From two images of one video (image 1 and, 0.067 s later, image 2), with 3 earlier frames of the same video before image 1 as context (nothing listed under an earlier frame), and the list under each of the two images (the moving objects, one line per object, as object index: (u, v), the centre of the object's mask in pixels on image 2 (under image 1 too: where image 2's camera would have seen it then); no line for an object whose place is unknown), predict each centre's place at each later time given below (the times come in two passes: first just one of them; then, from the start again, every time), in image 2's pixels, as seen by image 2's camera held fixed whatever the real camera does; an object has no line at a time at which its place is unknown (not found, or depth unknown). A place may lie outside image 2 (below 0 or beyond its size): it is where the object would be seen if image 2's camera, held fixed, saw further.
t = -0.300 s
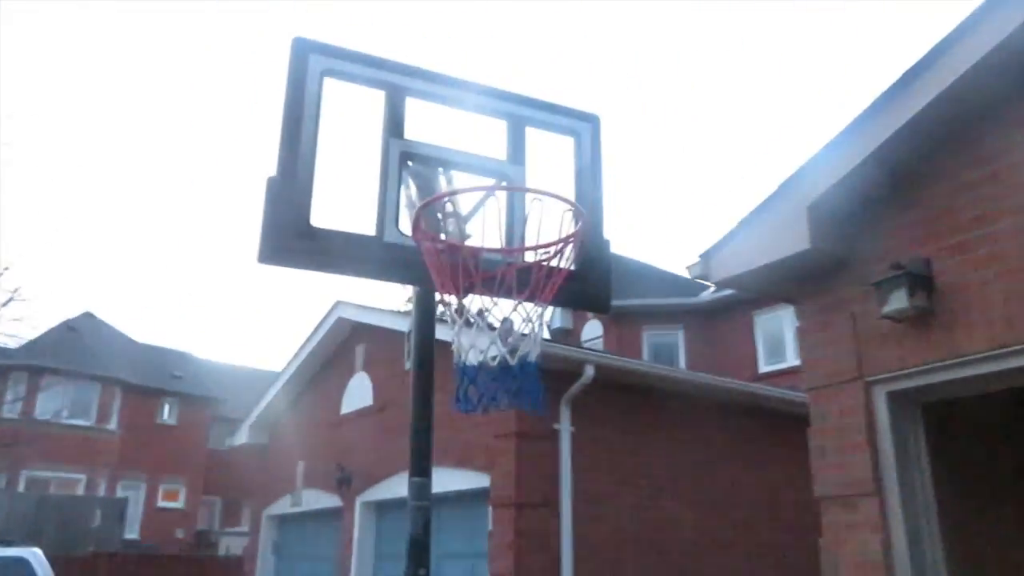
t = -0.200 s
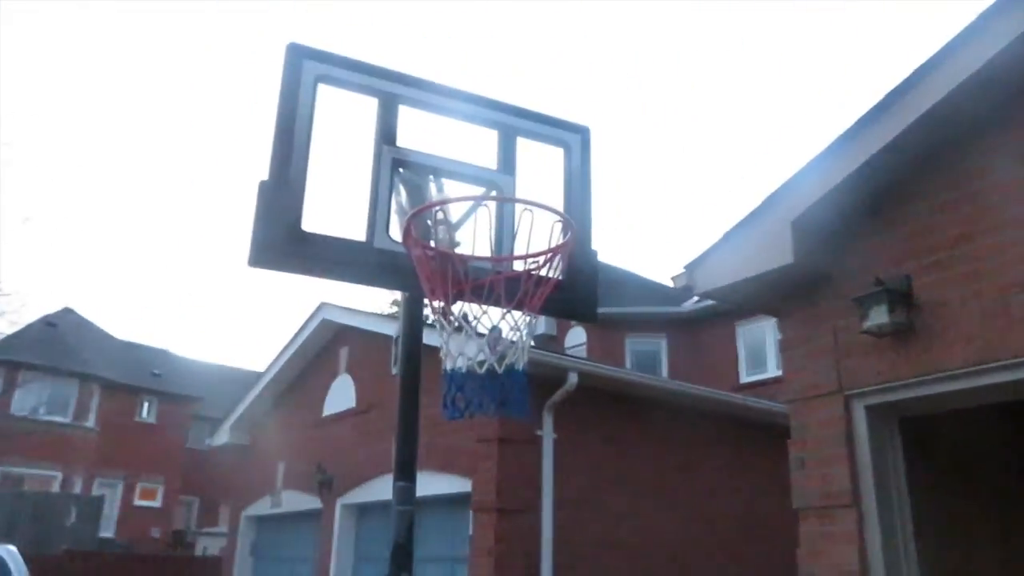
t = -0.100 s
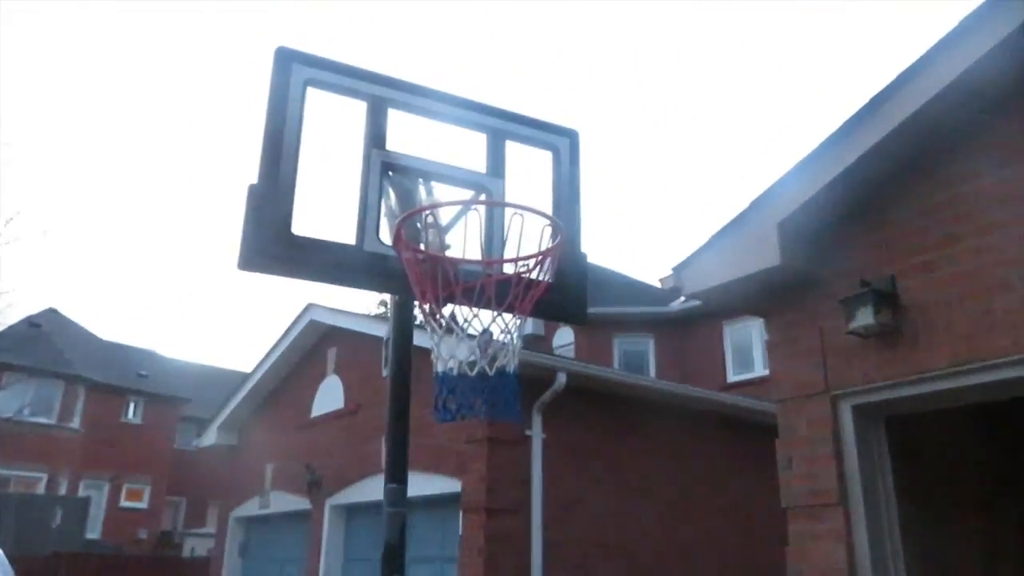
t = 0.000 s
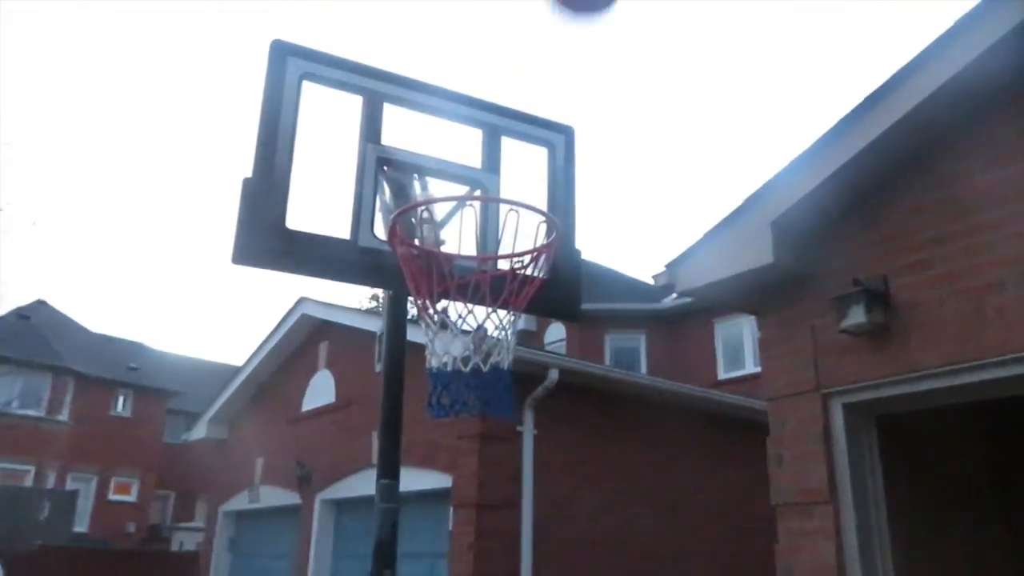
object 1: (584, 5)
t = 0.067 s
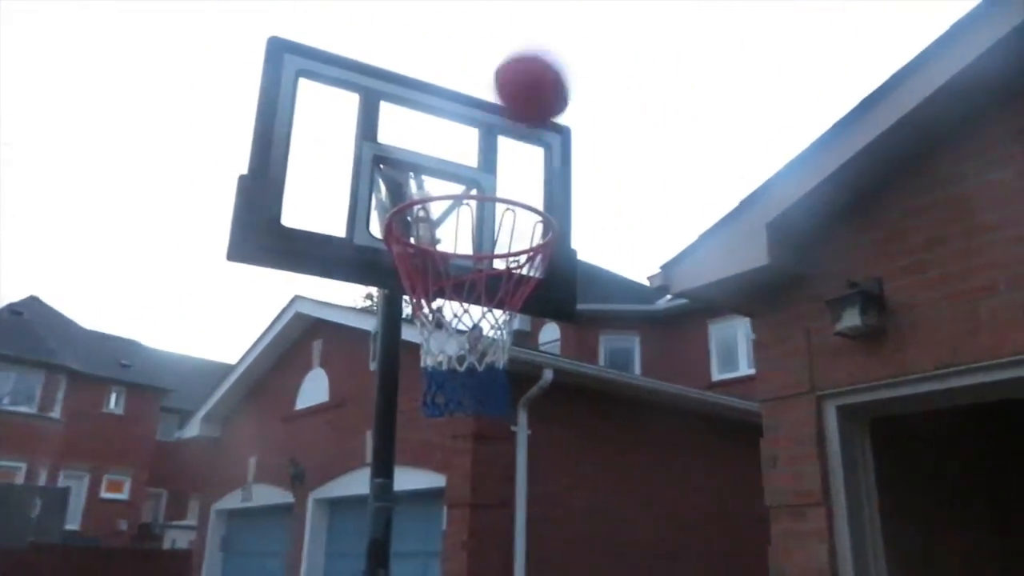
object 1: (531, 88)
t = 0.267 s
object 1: (433, 260)
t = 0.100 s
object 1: (510, 144)
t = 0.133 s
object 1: (486, 202)
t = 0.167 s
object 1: (468, 243)
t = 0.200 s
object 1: (453, 249)
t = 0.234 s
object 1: (437, 255)
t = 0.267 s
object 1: (433, 260)
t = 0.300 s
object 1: (432, 255)
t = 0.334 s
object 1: (431, 249)
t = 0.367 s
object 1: (433, 245)
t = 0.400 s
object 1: (435, 241)
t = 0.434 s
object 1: (438, 240)
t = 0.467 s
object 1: (443, 247)
